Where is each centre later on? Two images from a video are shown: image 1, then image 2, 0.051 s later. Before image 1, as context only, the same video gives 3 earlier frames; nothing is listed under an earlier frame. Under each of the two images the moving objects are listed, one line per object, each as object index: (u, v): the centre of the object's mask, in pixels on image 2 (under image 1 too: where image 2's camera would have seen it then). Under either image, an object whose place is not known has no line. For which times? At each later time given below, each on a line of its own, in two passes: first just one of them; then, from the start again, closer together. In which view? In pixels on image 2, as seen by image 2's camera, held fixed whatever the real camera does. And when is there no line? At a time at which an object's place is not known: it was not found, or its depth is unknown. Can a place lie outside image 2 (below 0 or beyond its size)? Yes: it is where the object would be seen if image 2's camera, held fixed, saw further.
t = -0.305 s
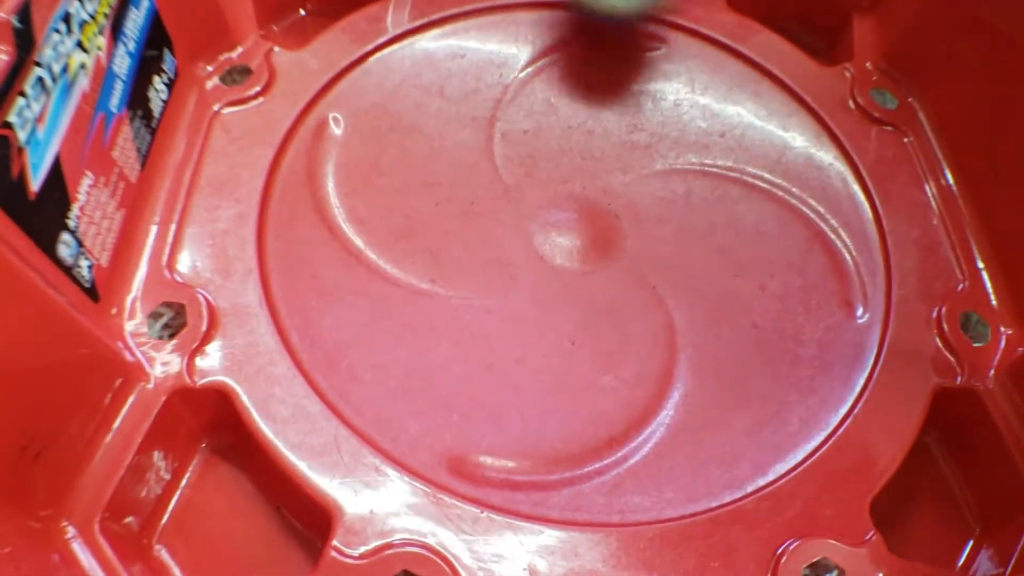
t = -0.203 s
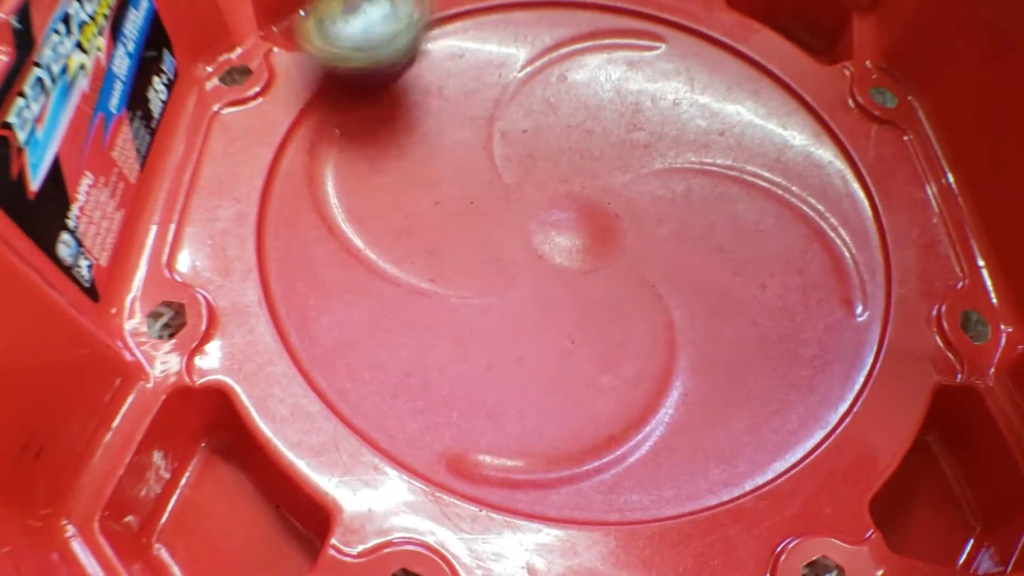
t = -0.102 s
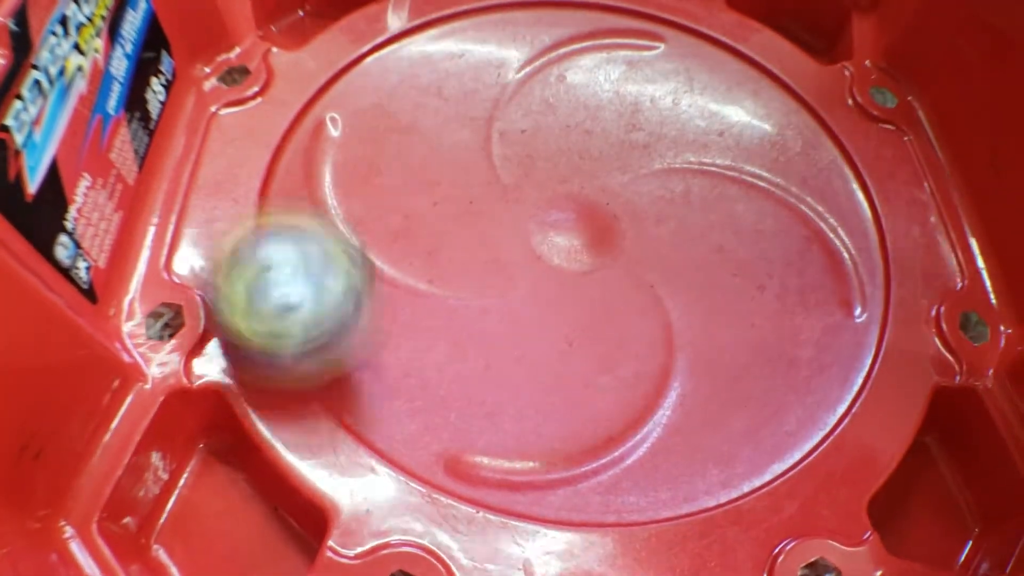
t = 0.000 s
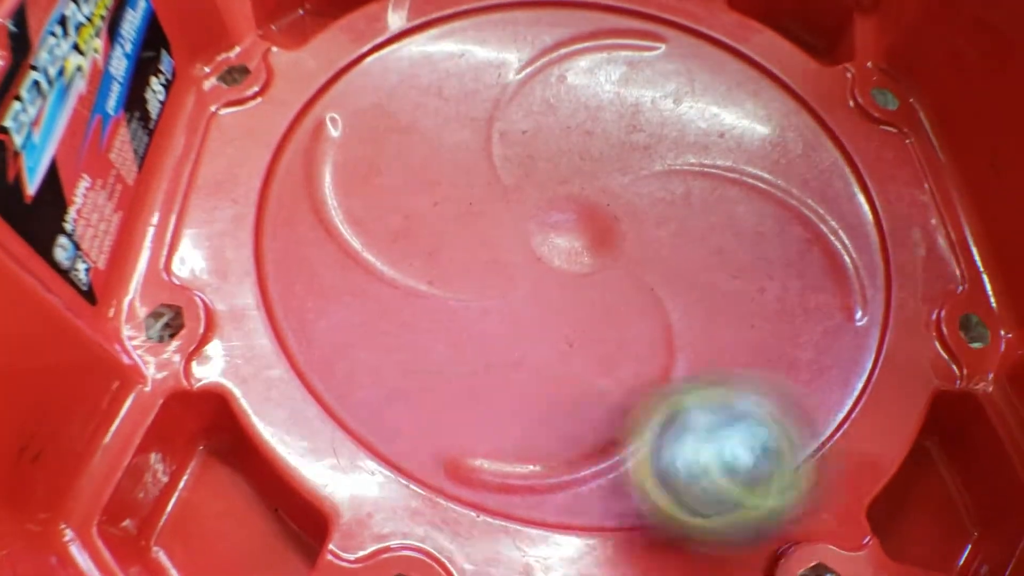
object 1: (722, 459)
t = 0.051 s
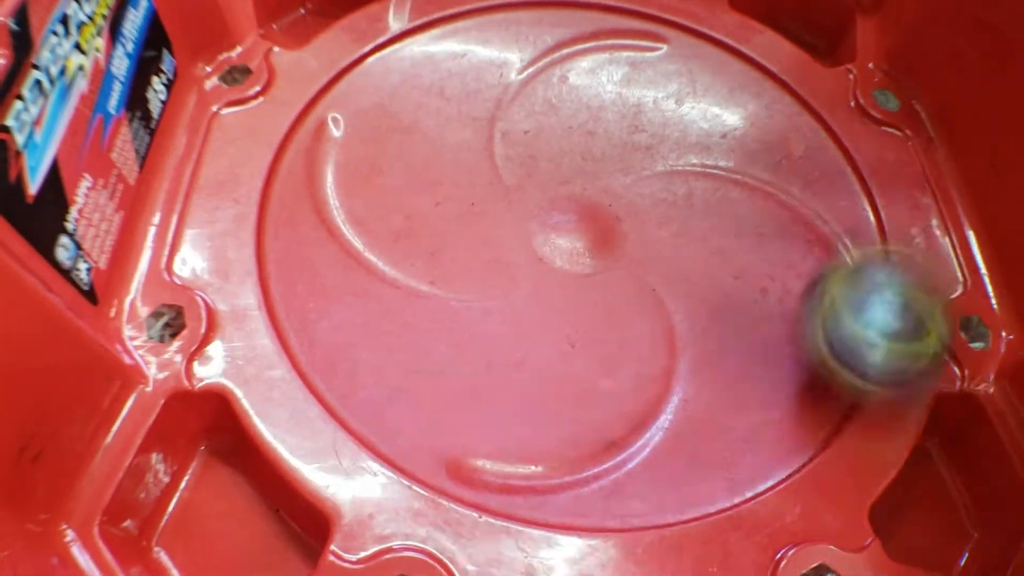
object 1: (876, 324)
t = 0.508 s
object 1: (870, 146)
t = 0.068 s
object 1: (891, 265)
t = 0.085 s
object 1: (884, 204)
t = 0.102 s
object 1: (866, 152)
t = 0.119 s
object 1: (834, 94)
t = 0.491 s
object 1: (882, 210)
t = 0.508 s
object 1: (870, 146)
